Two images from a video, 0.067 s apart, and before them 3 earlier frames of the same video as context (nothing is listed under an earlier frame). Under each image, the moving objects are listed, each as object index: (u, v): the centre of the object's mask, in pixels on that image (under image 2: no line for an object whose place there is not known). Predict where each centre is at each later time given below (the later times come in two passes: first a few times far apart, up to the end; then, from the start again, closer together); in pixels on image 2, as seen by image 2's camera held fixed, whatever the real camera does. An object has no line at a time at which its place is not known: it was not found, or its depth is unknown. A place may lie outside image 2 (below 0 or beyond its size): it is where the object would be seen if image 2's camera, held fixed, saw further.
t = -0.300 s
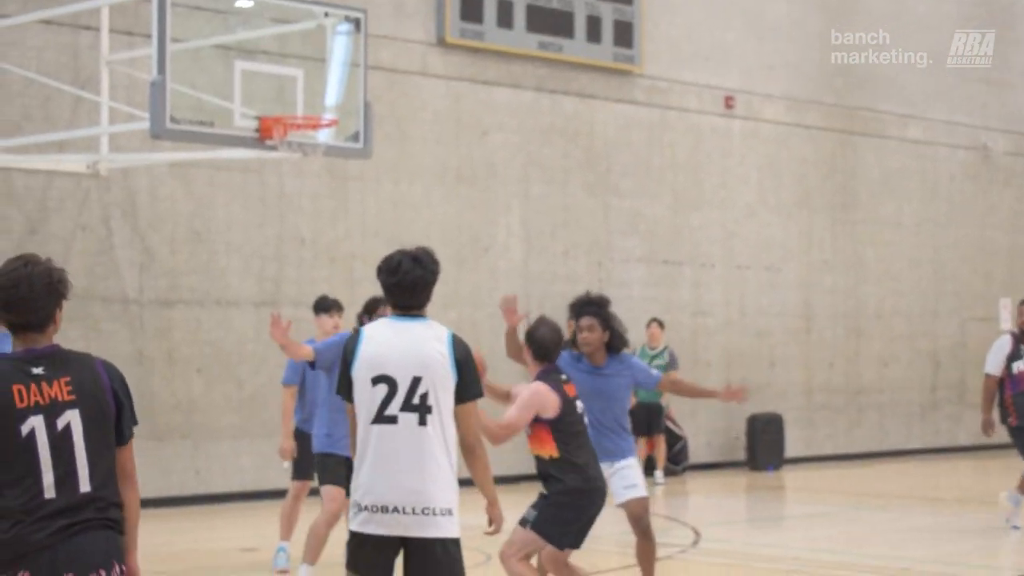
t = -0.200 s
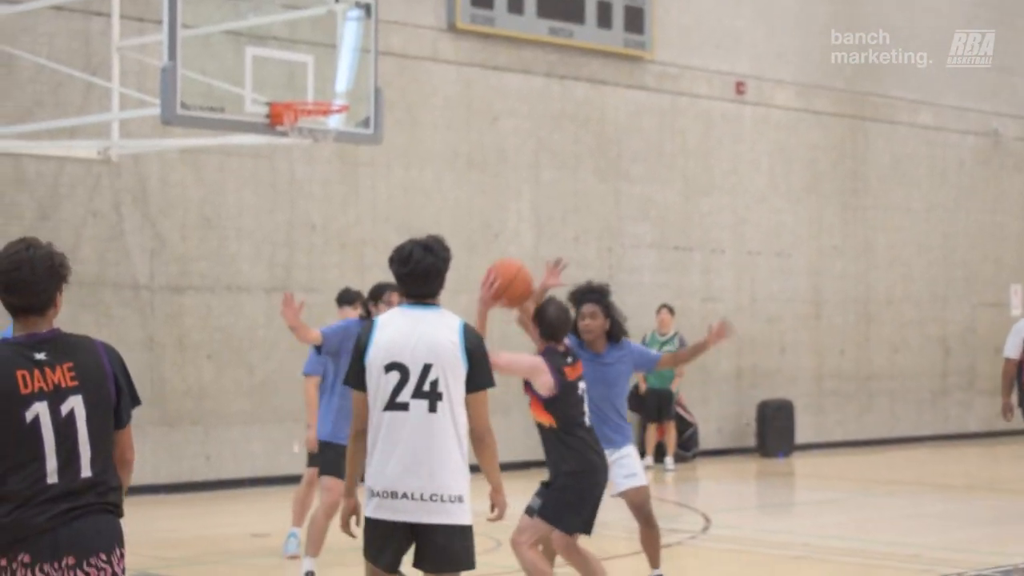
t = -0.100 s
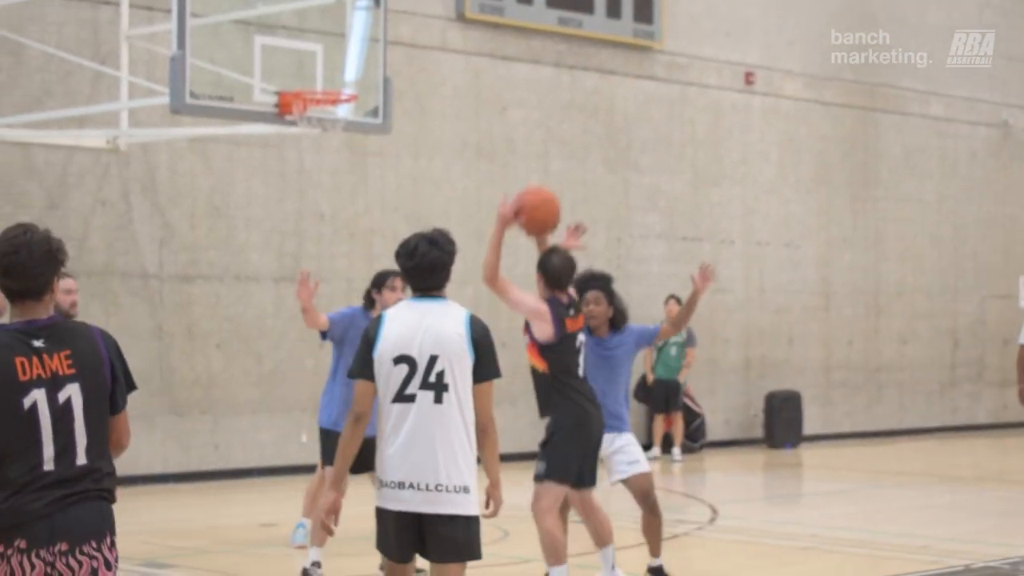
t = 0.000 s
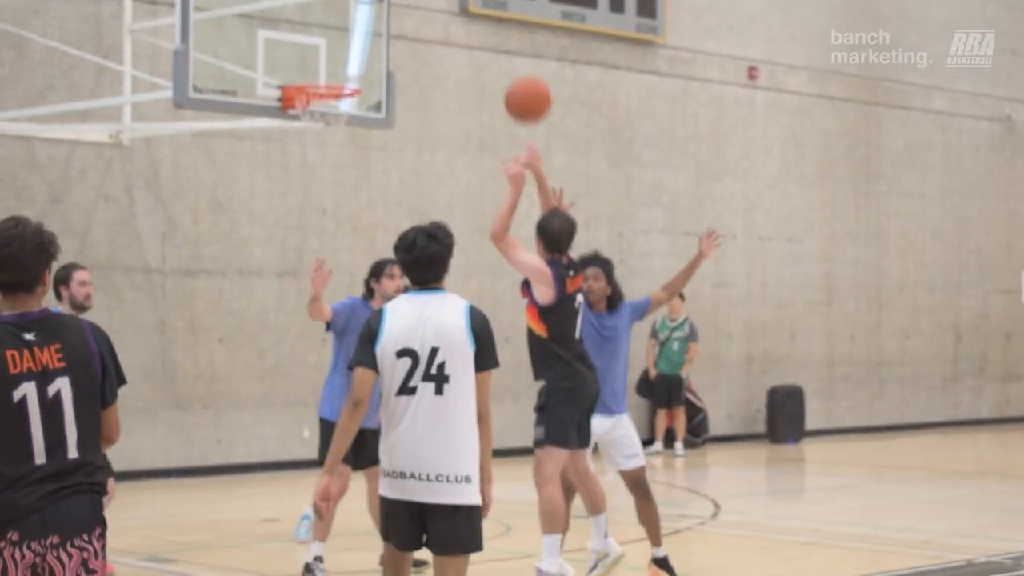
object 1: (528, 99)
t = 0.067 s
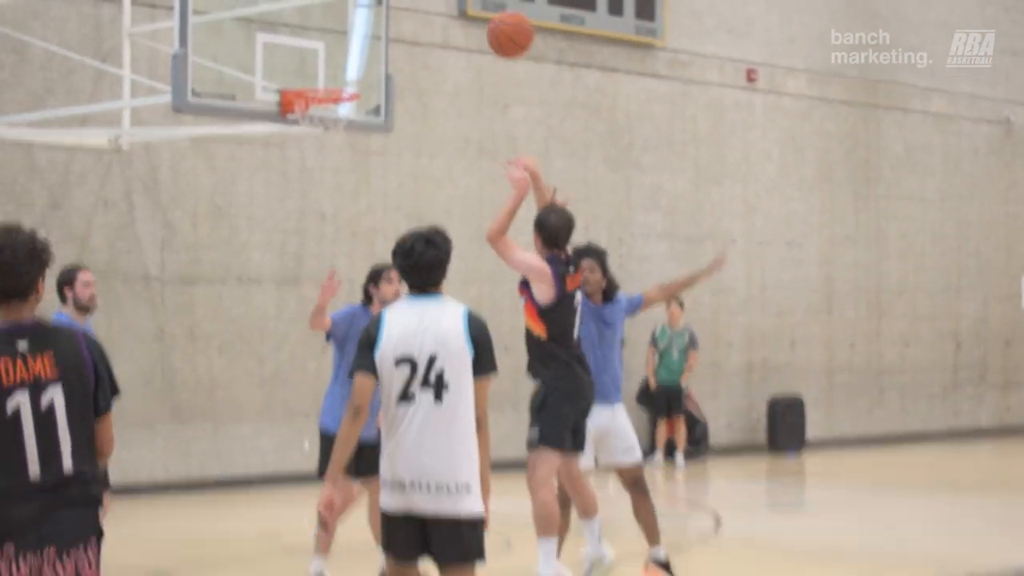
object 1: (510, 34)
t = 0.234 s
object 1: (470, -99)
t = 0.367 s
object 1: (444, -155)
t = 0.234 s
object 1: (470, -99)
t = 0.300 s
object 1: (455, -132)
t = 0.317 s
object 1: (452, -139)
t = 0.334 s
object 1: (450, -144)
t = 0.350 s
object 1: (448, -150)
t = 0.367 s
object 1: (444, -155)
